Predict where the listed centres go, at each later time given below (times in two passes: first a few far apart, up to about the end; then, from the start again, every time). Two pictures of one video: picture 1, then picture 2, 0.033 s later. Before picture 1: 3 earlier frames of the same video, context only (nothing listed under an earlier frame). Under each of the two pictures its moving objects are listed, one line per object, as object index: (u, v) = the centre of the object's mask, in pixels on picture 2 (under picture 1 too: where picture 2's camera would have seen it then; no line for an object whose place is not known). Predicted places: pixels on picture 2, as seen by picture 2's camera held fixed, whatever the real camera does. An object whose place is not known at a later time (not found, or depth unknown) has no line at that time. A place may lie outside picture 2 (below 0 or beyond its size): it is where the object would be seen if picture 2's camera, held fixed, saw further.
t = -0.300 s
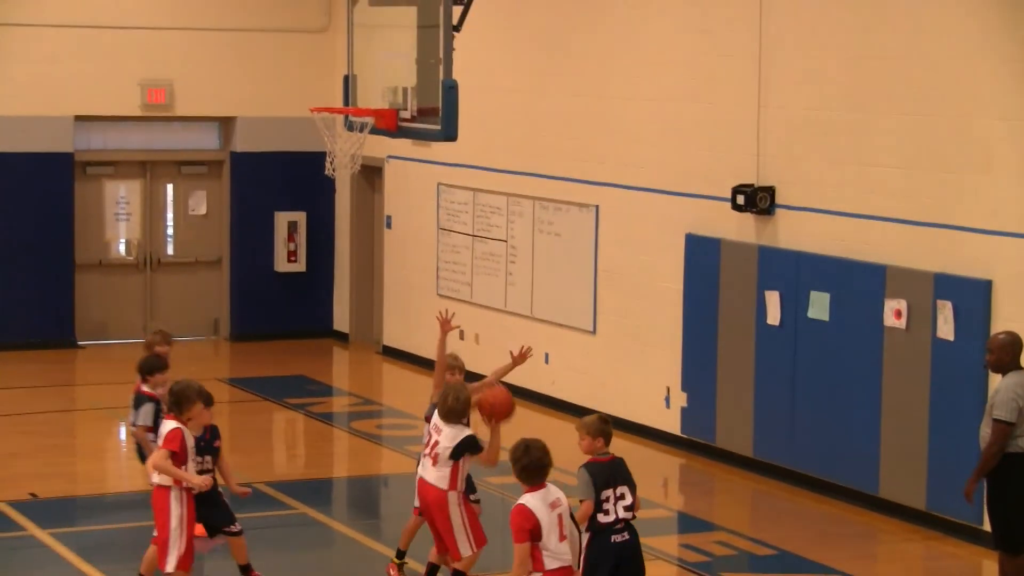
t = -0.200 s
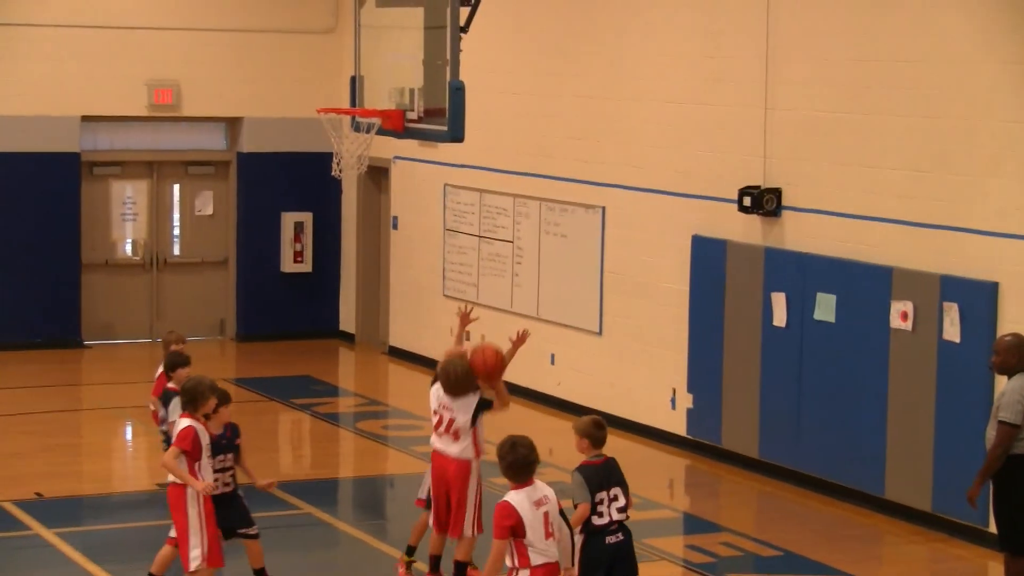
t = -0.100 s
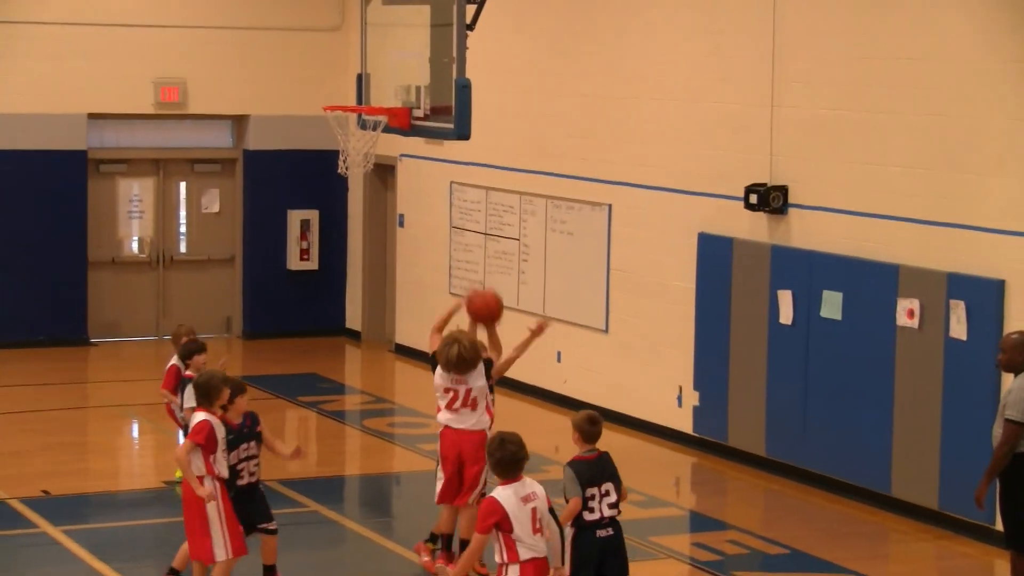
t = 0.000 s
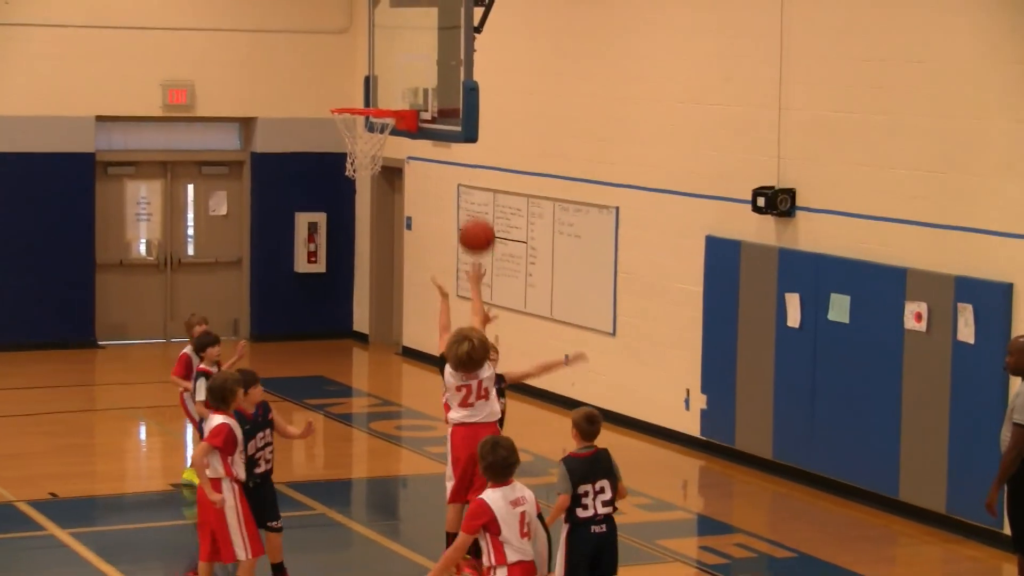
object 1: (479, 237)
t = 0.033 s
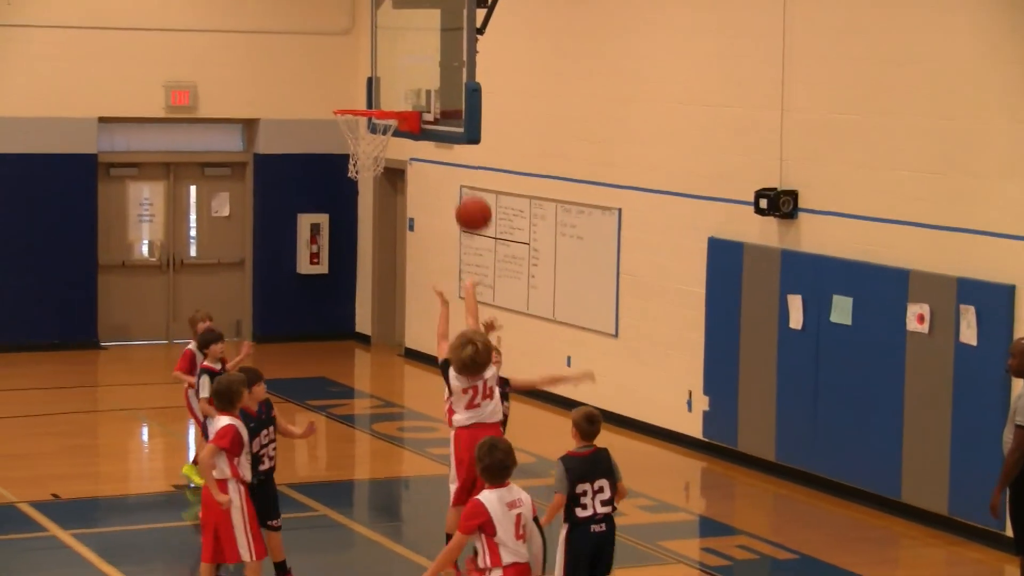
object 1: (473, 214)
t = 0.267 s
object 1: (432, 104)
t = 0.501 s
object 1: (393, 79)
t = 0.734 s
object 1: (360, 129)
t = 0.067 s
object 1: (467, 191)
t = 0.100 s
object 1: (461, 173)
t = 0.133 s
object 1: (455, 155)
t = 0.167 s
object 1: (449, 139)
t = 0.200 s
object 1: (443, 126)
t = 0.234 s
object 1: (437, 114)
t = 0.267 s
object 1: (432, 104)
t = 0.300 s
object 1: (426, 95)
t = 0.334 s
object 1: (420, 88)
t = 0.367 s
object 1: (415, 83)
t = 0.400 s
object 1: (409, 80)
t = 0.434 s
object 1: (404, 78)
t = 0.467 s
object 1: (398, 77)
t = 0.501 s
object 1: (393, 79)
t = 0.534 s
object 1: (388, 82)
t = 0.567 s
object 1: (382, 87)
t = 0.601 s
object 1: (377, 92)
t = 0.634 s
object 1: (372, 99)
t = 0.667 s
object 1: (367, 108)
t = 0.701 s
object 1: (363, 118)
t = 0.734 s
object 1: (360, 129)
